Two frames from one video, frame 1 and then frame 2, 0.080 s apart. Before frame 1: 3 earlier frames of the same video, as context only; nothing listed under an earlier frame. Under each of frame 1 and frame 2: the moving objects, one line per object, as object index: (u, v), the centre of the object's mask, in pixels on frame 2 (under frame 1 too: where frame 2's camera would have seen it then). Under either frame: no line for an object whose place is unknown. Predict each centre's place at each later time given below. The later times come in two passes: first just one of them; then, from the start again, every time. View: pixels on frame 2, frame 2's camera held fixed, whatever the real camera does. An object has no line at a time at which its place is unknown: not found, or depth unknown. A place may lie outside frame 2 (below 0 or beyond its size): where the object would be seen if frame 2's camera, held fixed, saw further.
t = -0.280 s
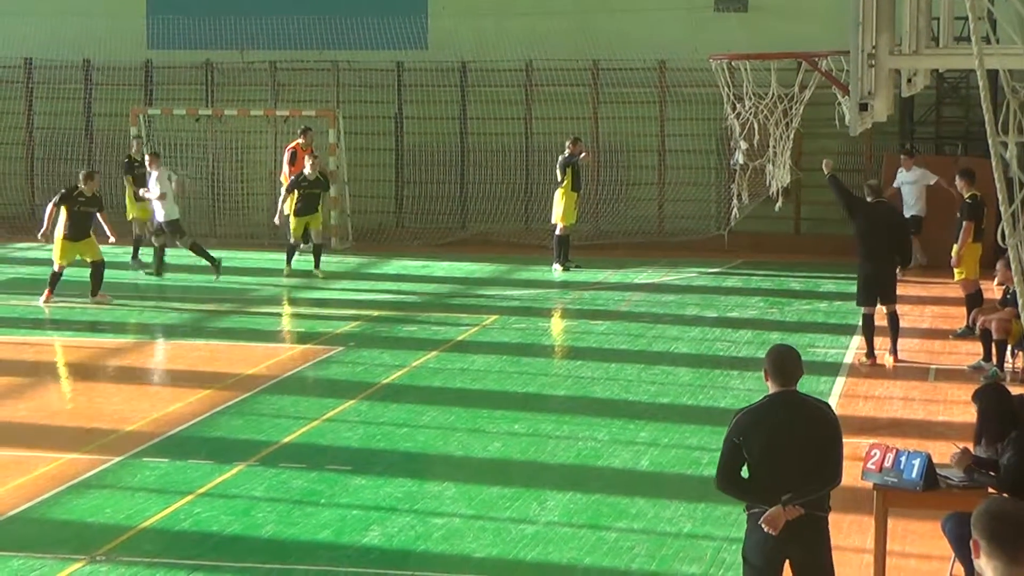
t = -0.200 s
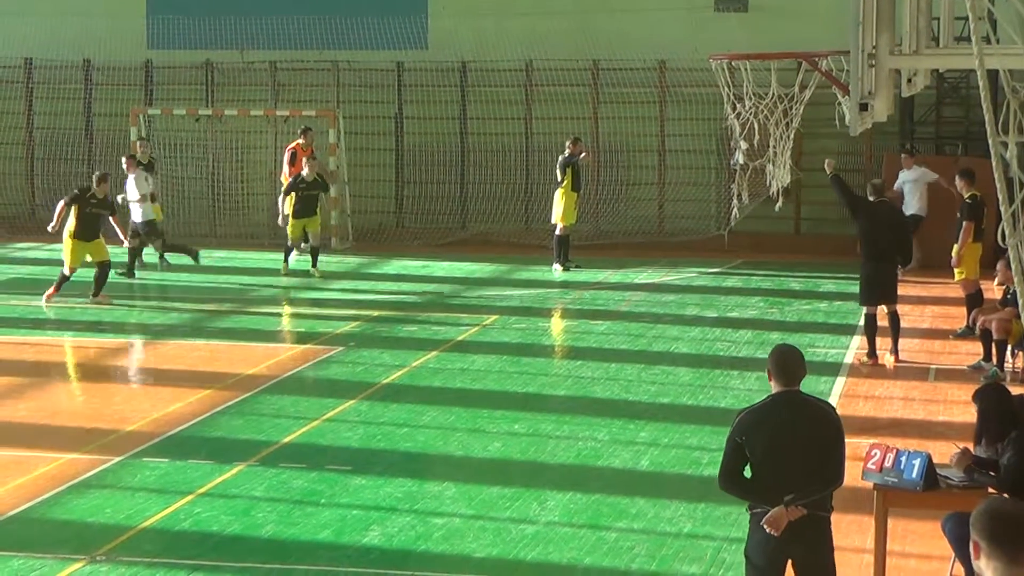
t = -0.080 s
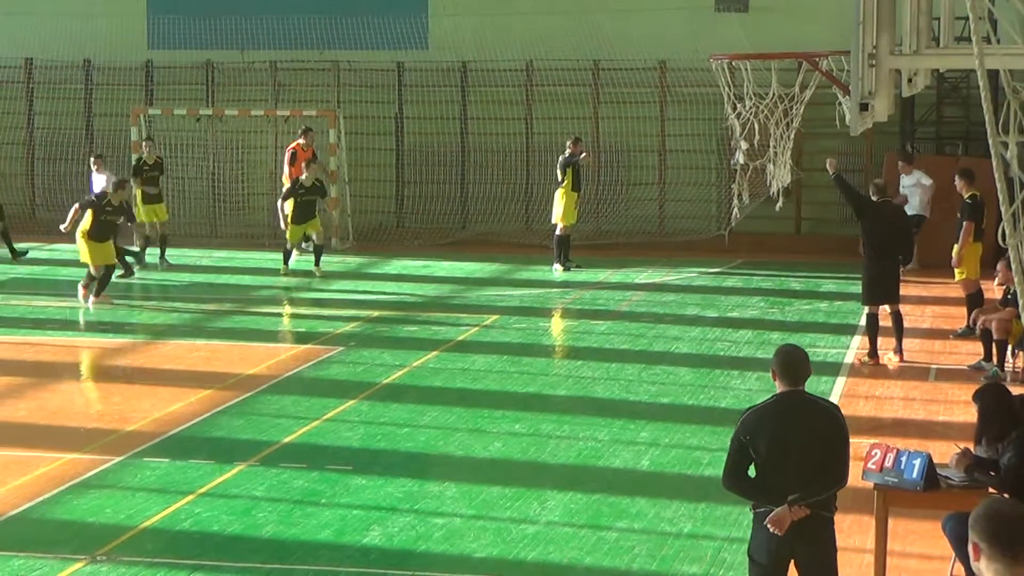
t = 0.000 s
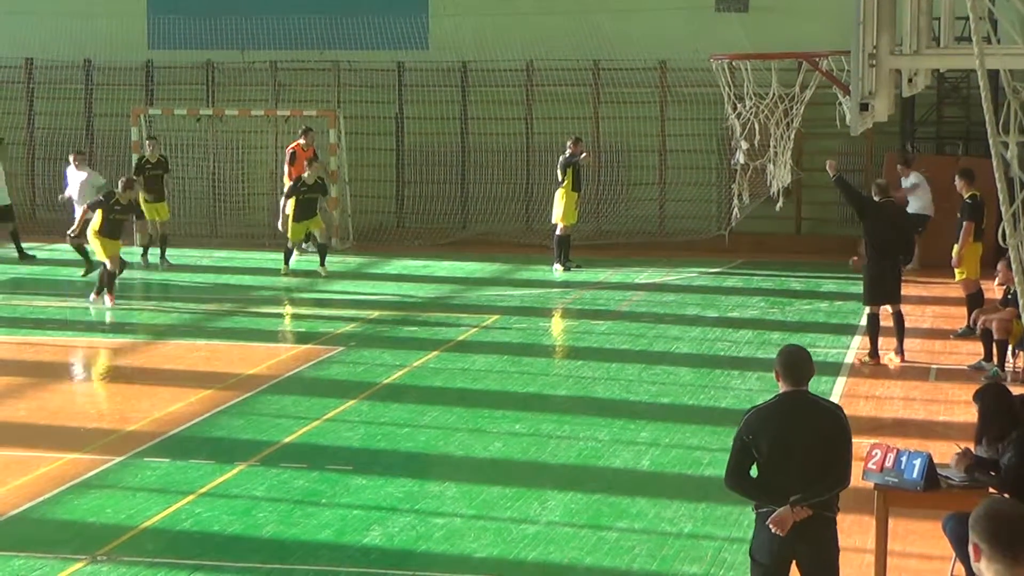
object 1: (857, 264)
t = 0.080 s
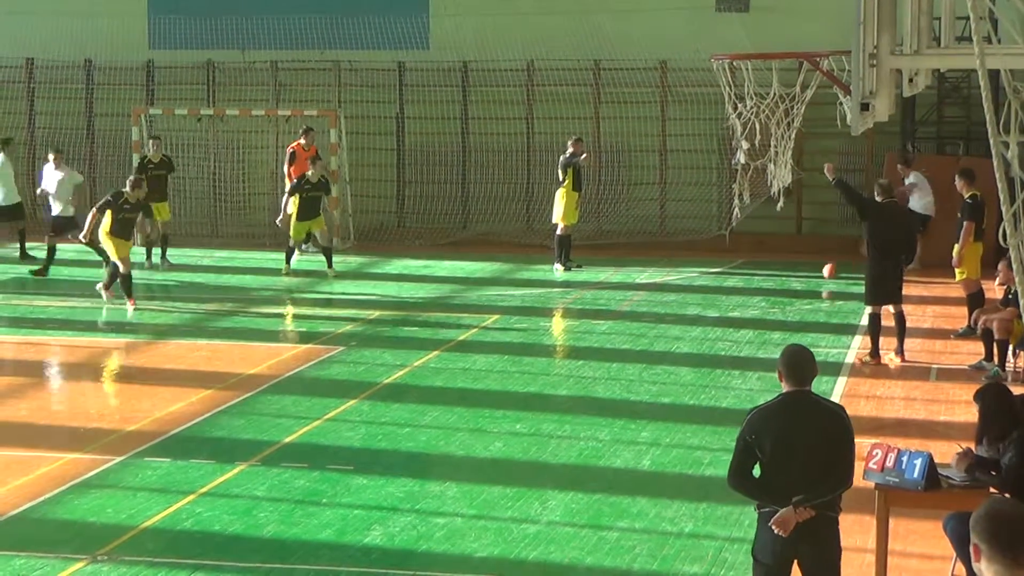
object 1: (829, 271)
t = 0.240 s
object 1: (784, 284)
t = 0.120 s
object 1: (817, 277)
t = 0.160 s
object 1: (806, 281)
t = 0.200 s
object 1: (795, 282)
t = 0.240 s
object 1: (784, 284)
